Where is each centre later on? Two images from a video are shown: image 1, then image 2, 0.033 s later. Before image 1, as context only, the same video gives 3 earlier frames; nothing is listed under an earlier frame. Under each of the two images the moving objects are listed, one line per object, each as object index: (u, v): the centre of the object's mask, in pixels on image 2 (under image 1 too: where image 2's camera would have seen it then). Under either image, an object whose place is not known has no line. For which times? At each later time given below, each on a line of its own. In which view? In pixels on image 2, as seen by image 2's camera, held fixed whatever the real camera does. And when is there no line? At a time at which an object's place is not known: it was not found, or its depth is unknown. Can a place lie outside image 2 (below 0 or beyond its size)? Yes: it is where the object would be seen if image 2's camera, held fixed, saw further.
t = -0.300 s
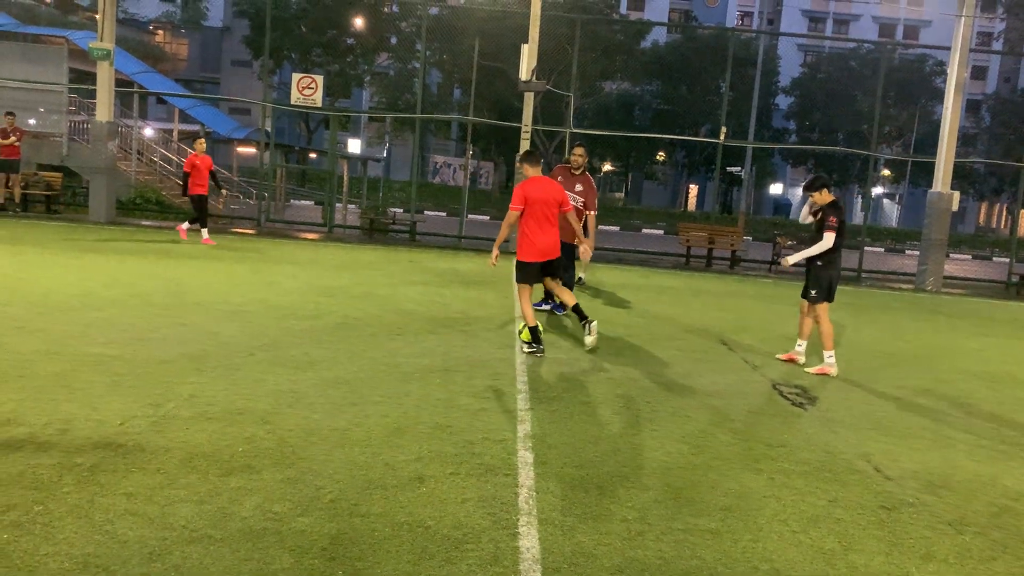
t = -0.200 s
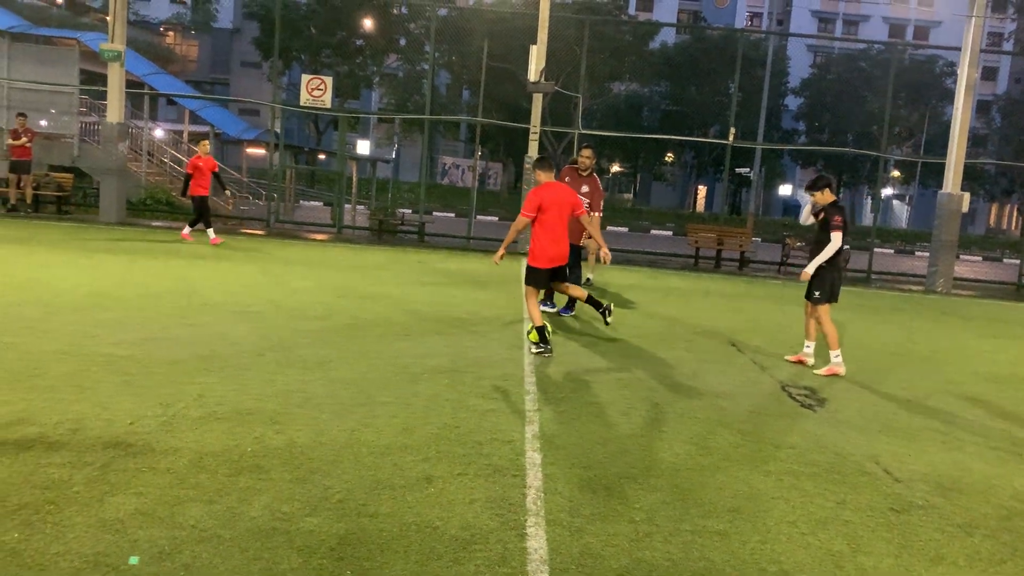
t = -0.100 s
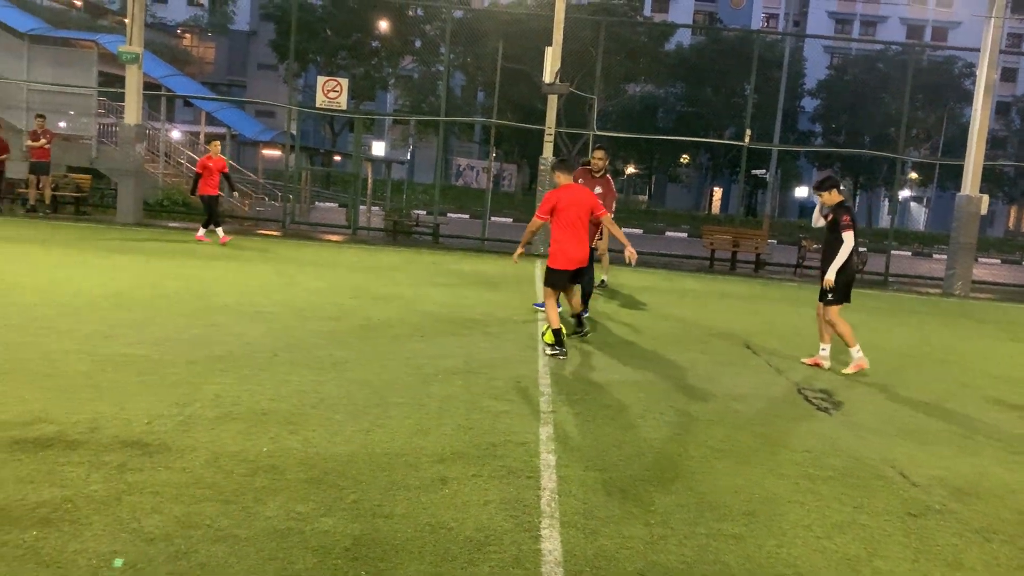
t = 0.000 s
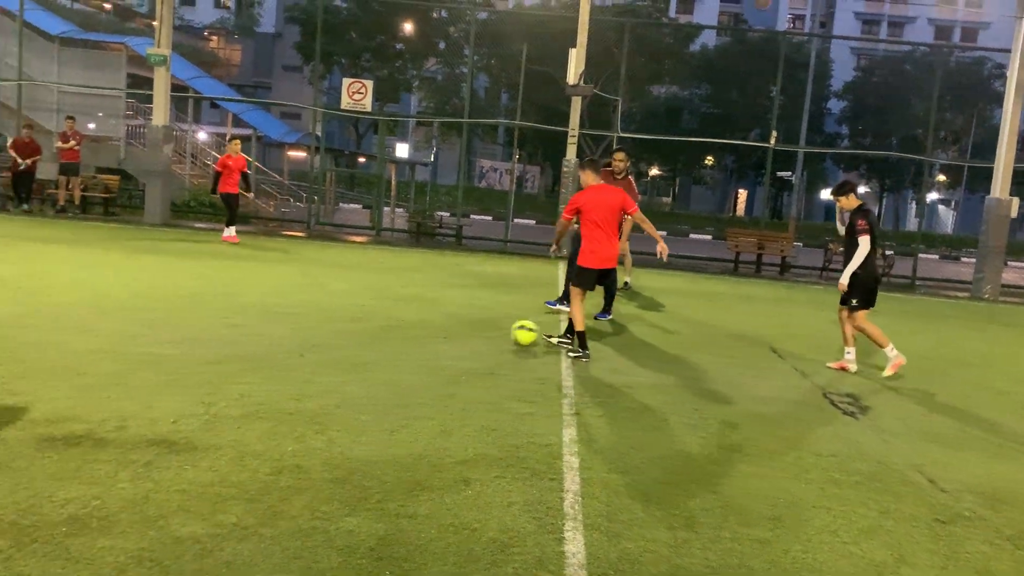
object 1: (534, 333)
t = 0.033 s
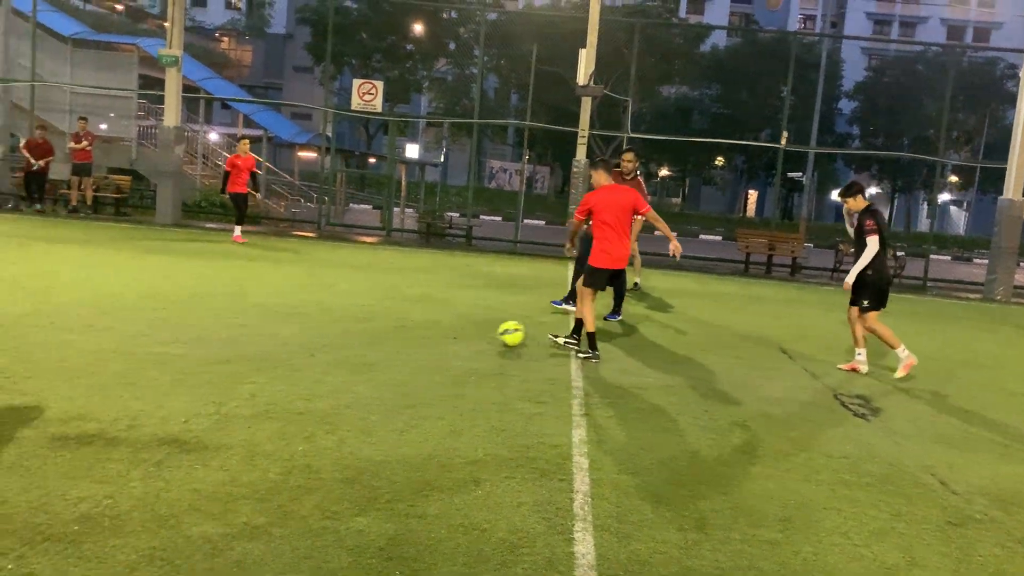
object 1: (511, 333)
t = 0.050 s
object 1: (499, 334)
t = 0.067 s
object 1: (487, 335)
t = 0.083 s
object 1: (475, 337)
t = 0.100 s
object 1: (463, 338)
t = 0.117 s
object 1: (453, 337)
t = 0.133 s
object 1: (442, 336)
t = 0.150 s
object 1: (432, 335)
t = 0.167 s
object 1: (421, 335)
